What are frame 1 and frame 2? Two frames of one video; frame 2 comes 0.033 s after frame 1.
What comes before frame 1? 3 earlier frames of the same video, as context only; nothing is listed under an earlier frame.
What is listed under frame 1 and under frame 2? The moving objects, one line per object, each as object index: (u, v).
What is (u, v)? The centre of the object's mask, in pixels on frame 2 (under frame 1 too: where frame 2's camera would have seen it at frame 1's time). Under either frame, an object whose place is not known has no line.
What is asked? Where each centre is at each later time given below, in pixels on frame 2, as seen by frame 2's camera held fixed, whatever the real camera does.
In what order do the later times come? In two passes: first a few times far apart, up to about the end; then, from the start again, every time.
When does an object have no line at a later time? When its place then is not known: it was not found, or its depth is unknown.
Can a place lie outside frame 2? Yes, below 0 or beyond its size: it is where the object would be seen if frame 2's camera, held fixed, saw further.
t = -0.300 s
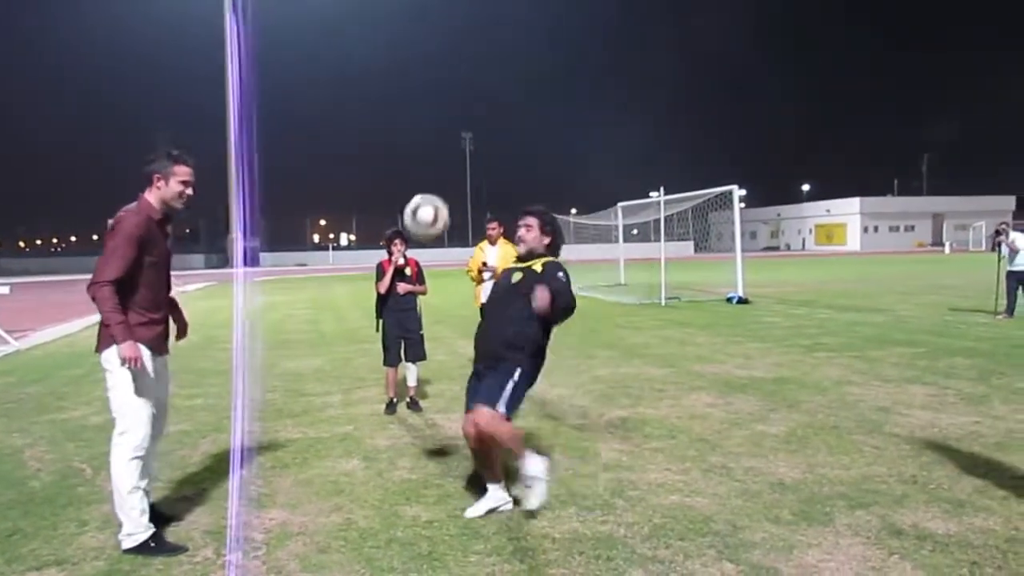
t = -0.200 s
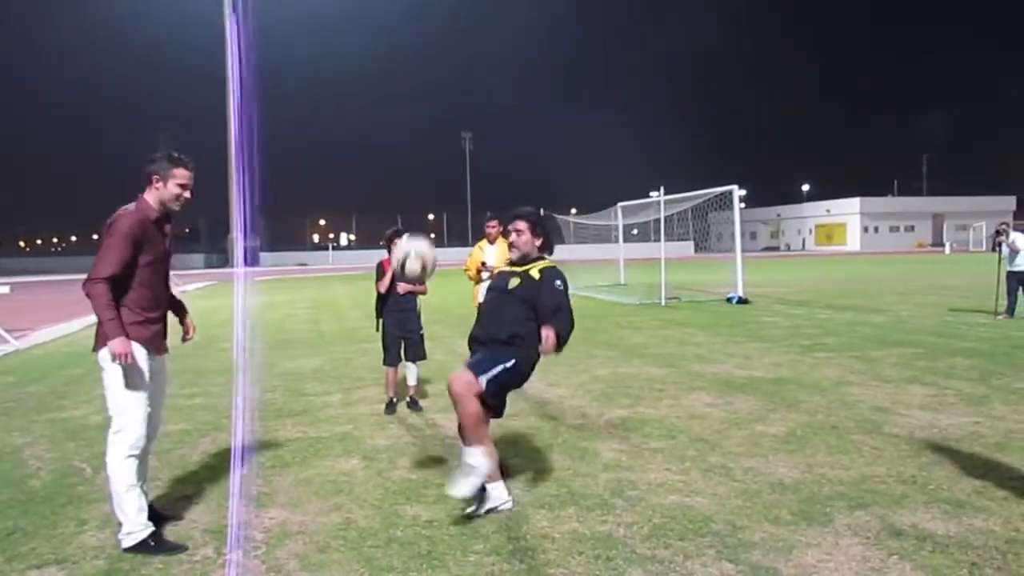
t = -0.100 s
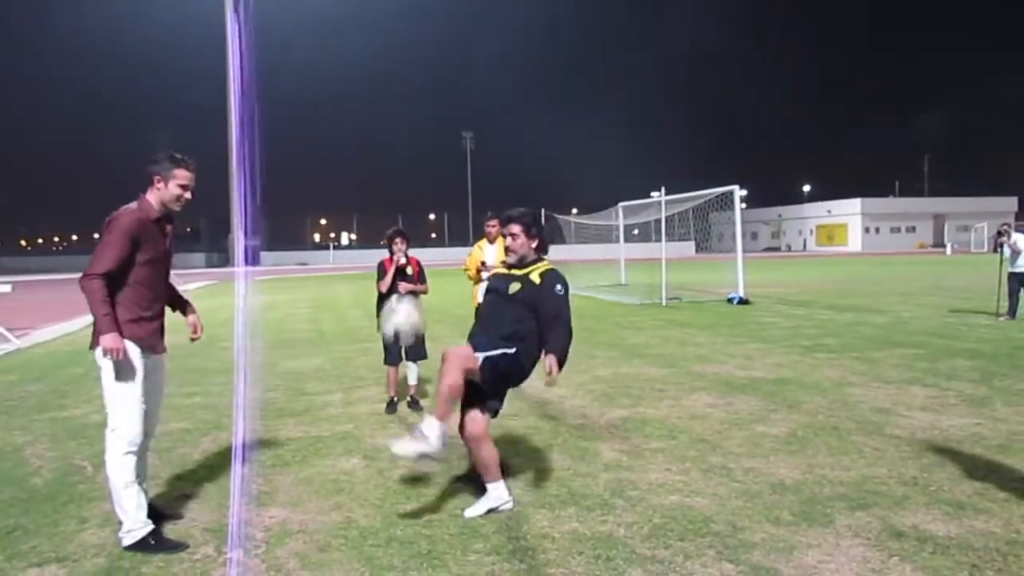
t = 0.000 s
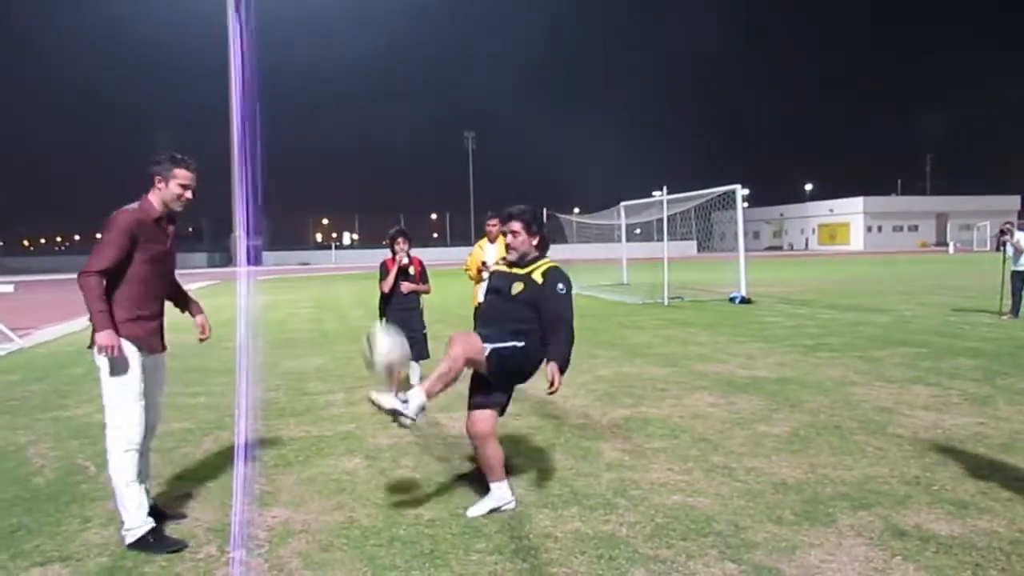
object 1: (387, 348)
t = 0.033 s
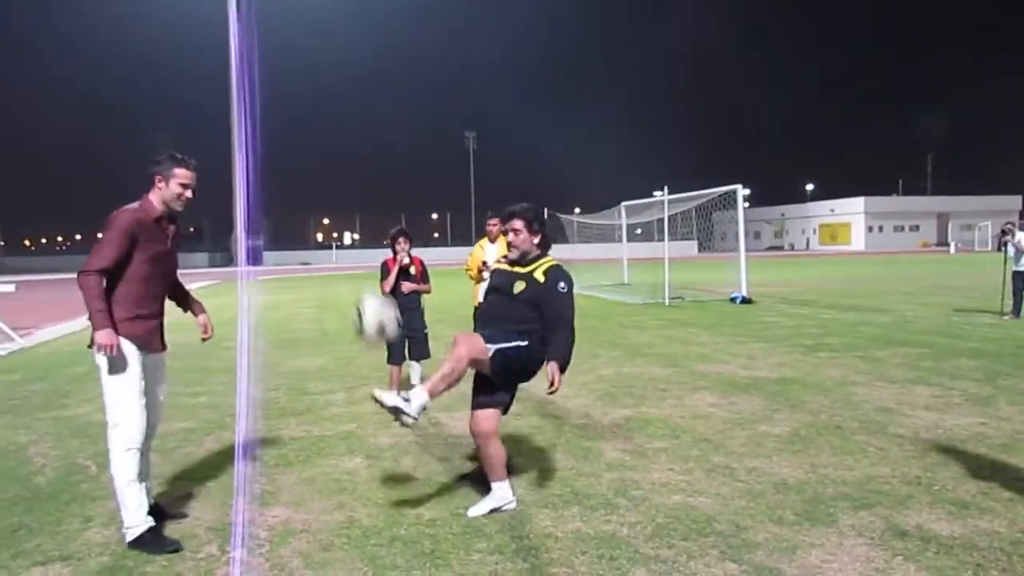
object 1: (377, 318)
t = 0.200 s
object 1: (326, 191)
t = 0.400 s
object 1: (273, 123)
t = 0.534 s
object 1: (238, 121)
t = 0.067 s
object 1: (365, 287)
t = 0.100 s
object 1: (355, 259)
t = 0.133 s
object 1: (346, 233)
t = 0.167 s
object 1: (336, 210)
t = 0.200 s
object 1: (326, 191)
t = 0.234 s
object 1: (317, 175)
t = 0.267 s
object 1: (308, 160)
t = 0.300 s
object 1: (298, 148)
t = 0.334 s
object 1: (290, 137)
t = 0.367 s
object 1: (281, 128)
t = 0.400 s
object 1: (273, 123)
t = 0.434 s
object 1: (265, 119)
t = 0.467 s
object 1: (257, 117)
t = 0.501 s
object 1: (247, 118)
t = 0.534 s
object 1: (238, 121)
